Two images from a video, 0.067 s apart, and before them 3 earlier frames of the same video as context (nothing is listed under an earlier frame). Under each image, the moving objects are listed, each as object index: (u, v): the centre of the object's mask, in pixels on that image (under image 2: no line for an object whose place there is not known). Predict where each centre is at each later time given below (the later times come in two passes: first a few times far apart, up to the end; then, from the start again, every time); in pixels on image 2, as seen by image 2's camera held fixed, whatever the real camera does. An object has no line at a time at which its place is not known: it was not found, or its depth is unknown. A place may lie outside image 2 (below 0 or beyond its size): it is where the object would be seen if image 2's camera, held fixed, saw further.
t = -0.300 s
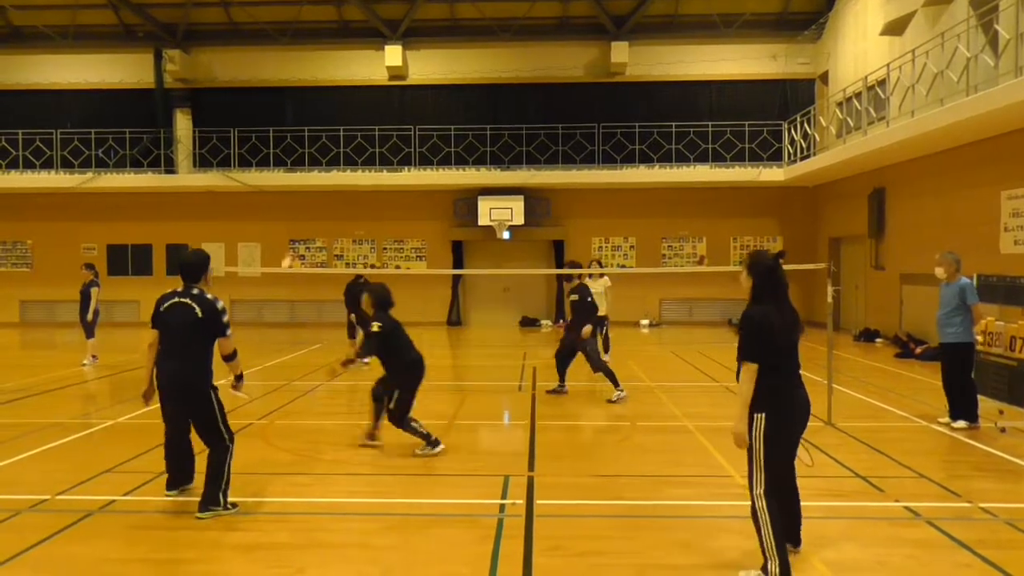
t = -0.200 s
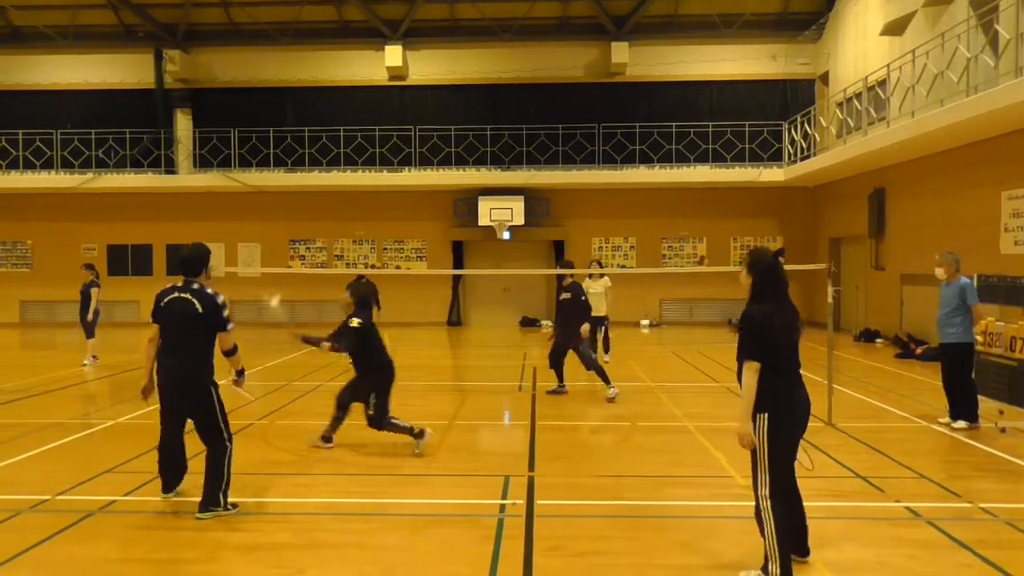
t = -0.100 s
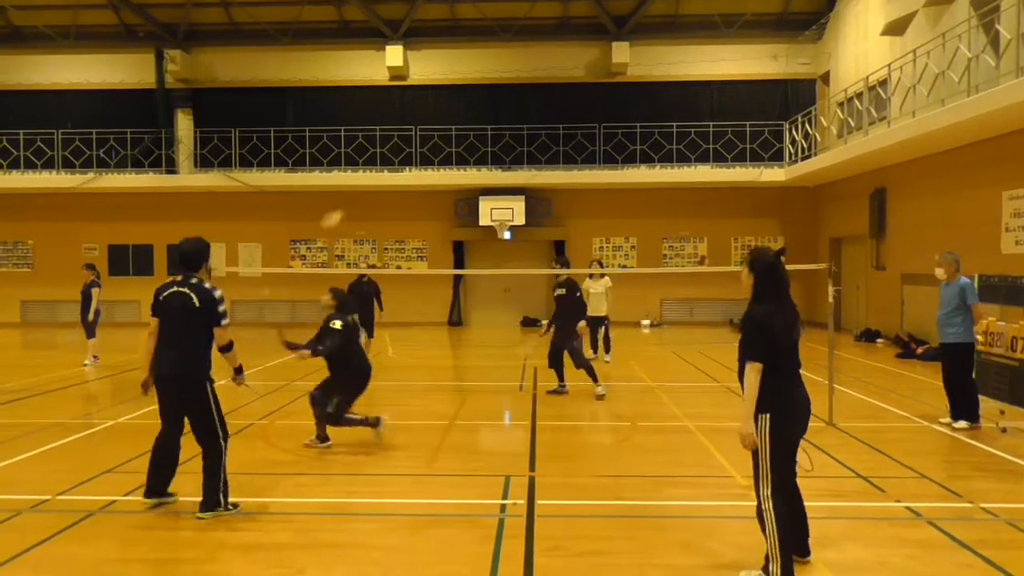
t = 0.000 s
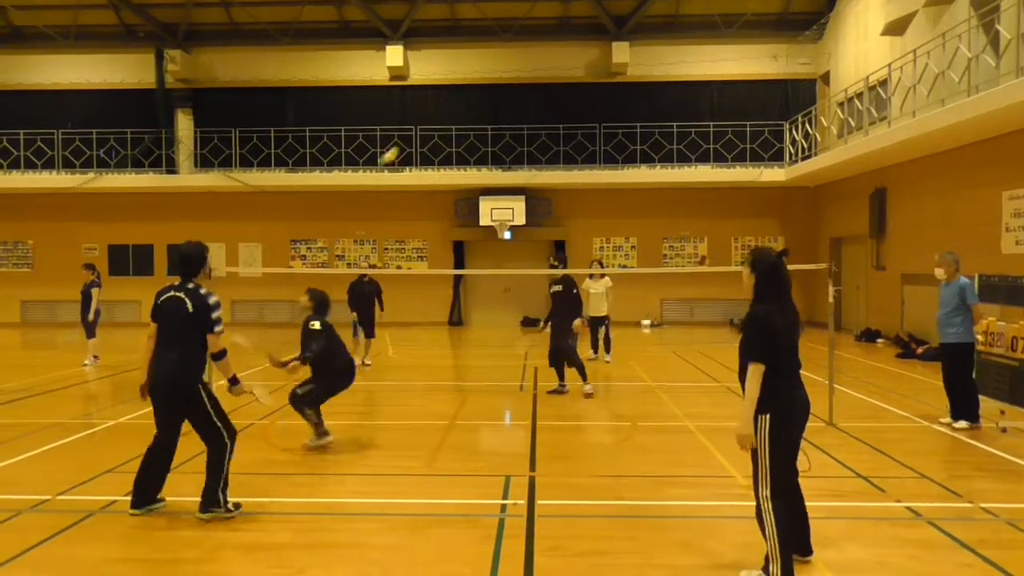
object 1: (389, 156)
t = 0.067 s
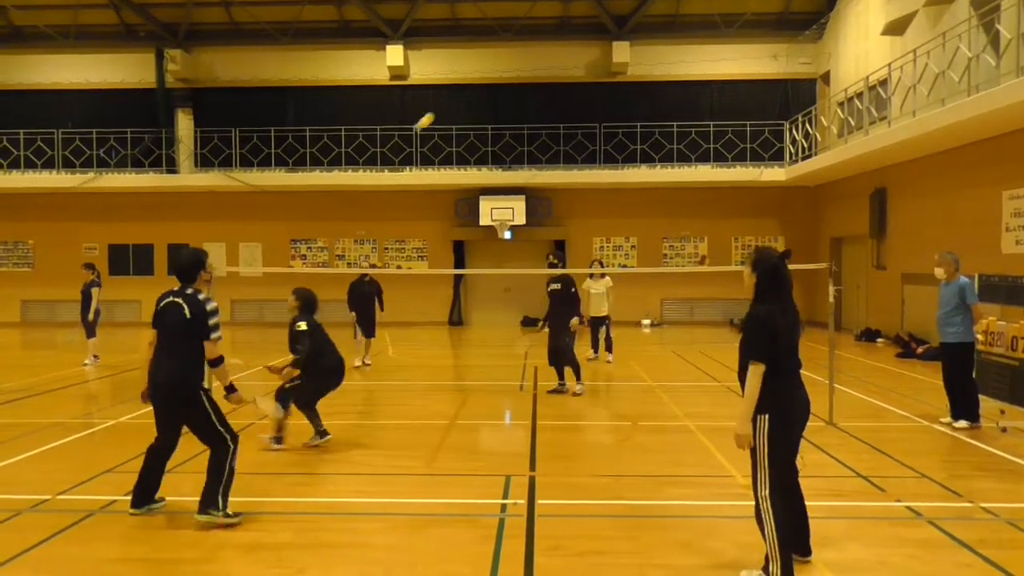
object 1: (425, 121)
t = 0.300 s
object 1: (538, 51)
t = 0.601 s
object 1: (671, 71)
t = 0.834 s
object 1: (760, 183)
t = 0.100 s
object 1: (441, 107)
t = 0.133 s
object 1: (459, 95)
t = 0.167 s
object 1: (475, 83)
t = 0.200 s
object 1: (492, 73)
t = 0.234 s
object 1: (508, 64)
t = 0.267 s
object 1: (523, 57)
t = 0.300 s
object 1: (538, 51)
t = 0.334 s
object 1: (554, 47)
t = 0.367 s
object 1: (569, 45)
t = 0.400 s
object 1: (585, 44)
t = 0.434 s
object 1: (600, 45)
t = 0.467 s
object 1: (614, 46)
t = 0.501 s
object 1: (629, 47)
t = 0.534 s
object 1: (644, 54)
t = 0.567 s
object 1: (657, 59)
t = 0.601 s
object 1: (671, 71)
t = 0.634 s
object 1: (684, 83)
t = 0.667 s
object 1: (697, 94)
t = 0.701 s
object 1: (710, 108)
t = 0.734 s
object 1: (723, 124)
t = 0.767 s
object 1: (735, 141)
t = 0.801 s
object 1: (748, 158)
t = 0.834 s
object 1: (760, 183)
